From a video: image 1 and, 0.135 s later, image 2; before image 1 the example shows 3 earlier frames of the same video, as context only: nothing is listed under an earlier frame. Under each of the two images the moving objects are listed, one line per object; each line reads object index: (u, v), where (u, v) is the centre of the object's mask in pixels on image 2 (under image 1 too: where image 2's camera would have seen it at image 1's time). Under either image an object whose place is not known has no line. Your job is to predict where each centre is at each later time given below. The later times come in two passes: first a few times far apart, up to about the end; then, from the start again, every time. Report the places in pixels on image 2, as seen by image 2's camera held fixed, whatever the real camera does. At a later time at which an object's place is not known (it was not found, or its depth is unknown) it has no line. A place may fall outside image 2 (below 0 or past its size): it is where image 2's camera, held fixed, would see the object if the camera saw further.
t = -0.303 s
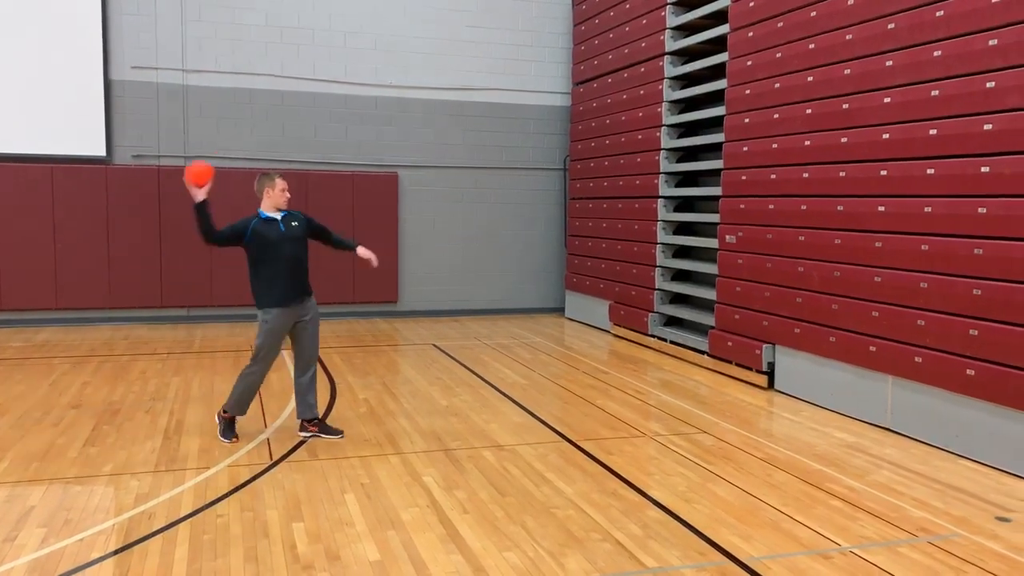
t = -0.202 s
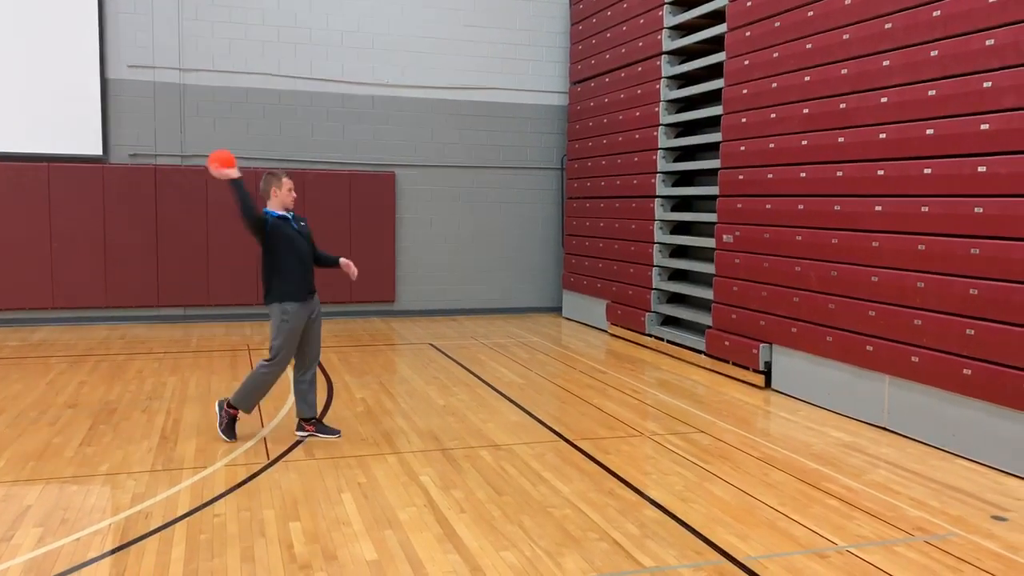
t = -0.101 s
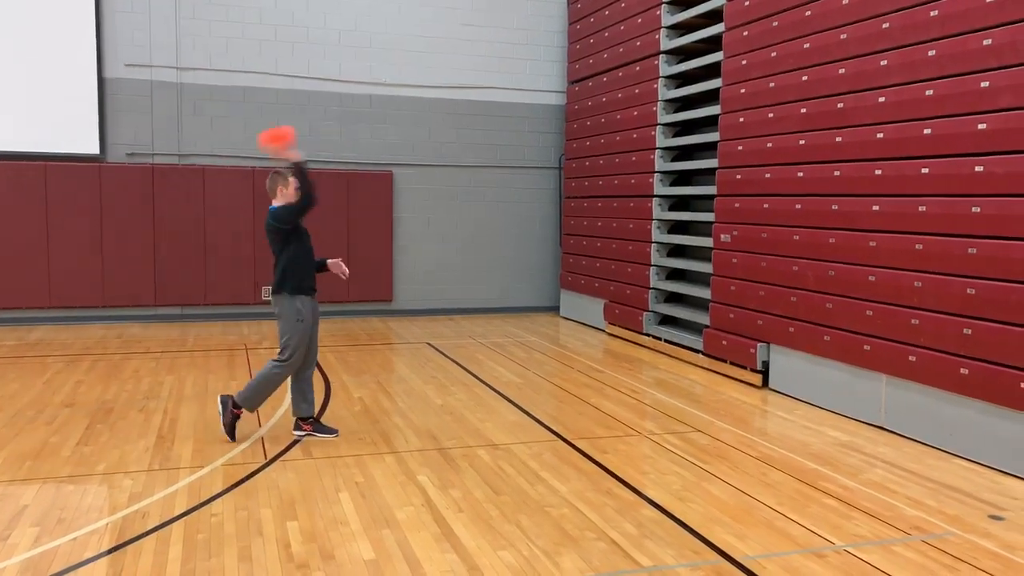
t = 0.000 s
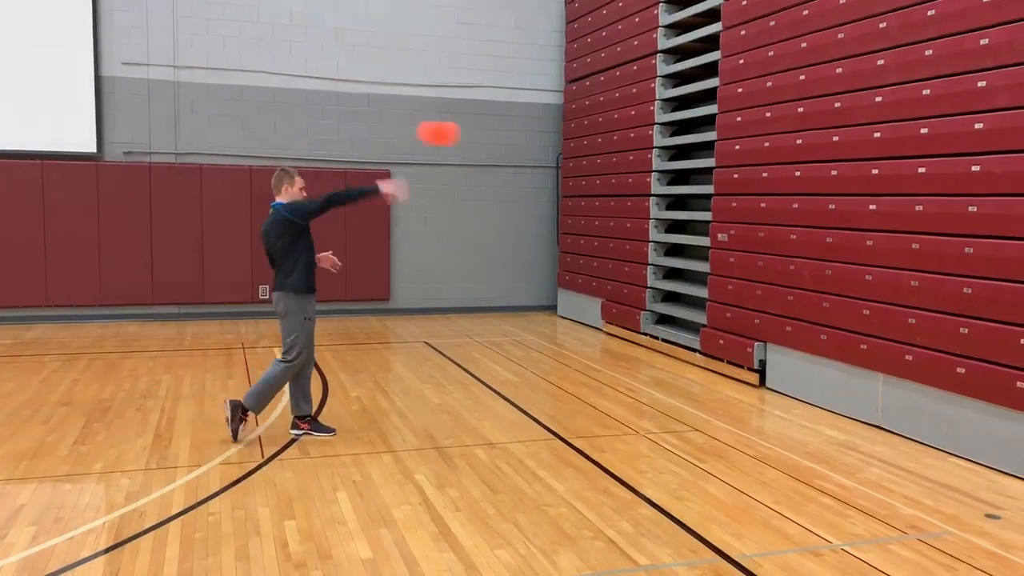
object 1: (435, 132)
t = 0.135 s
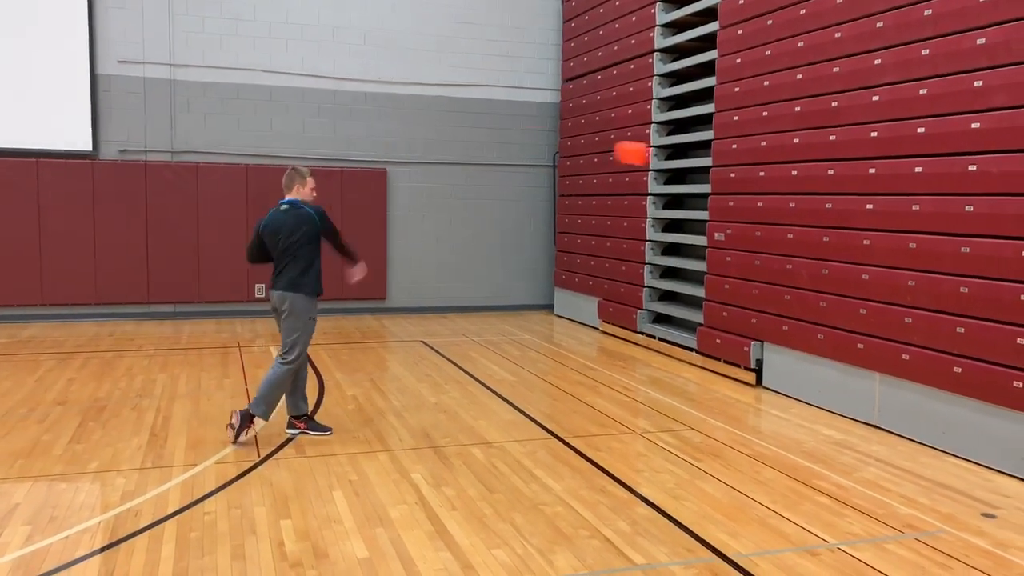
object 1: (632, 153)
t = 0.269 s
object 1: (791, 183)
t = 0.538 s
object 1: (706, 214)
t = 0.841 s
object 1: (535, 344)
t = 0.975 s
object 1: (463, 423)
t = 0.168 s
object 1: (675, 159)
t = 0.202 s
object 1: (716, 166)
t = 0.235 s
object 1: (754, 174)
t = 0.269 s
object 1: (791, 183)
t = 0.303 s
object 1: (825, 193)
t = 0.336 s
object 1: (815, 194)
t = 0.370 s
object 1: (797, 194)
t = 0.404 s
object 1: (779, 195)
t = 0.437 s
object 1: (761, 198)
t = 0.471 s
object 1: (742, 202)
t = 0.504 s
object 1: (723, 208)
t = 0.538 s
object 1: (706, 214)
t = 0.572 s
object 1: (686, 222)
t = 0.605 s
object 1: (667, 232)
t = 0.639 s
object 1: (648, 244)
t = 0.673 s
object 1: (629, 257)
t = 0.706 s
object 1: (610, 271)
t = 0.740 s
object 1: (591, 287)
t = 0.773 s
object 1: (573, 304)
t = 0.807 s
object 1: (553, 323)
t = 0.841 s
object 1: (535, 344)
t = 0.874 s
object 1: (516, 366)
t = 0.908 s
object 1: (498, 389)
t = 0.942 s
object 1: (477, 418)
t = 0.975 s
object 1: (463, 423)
